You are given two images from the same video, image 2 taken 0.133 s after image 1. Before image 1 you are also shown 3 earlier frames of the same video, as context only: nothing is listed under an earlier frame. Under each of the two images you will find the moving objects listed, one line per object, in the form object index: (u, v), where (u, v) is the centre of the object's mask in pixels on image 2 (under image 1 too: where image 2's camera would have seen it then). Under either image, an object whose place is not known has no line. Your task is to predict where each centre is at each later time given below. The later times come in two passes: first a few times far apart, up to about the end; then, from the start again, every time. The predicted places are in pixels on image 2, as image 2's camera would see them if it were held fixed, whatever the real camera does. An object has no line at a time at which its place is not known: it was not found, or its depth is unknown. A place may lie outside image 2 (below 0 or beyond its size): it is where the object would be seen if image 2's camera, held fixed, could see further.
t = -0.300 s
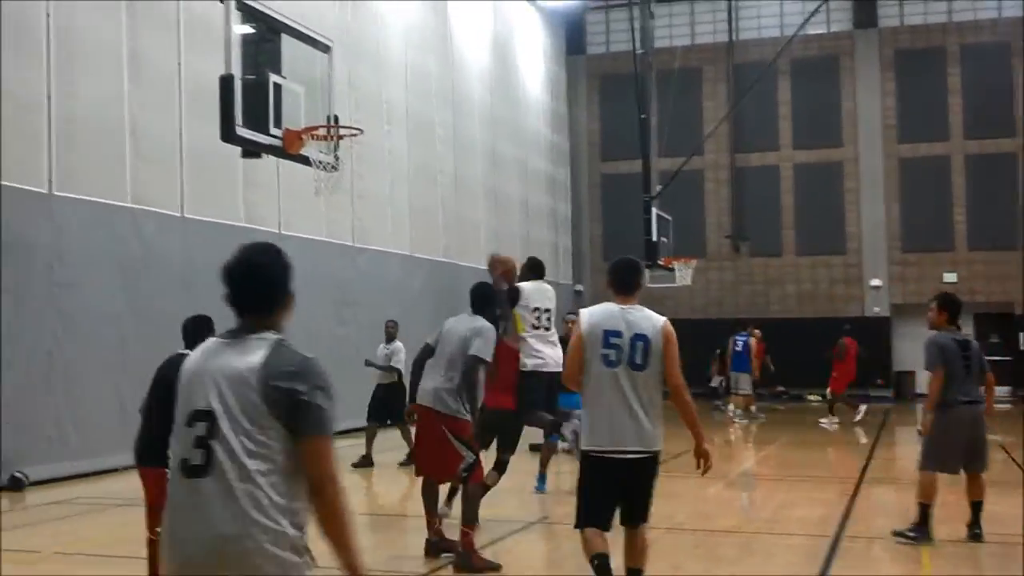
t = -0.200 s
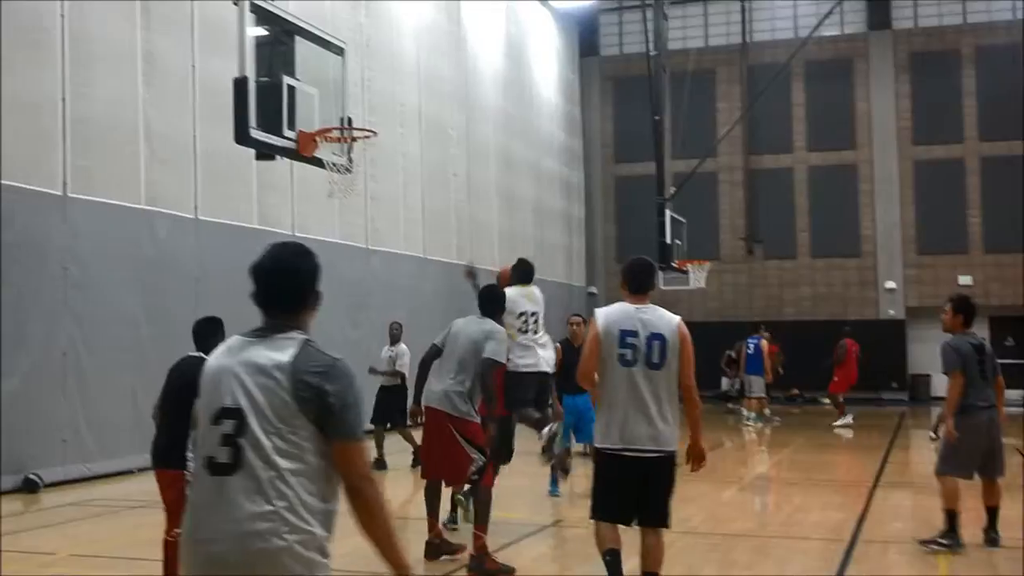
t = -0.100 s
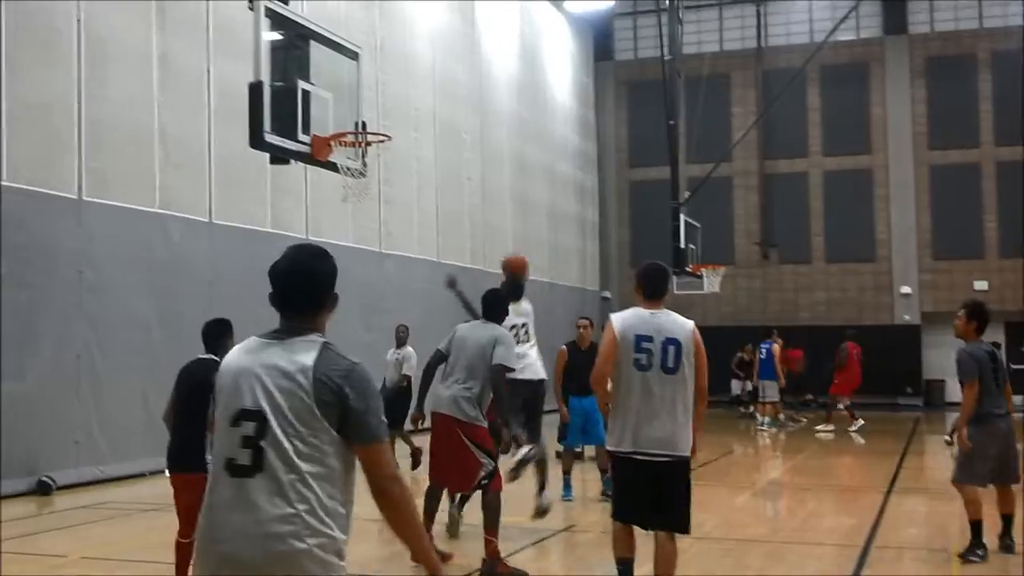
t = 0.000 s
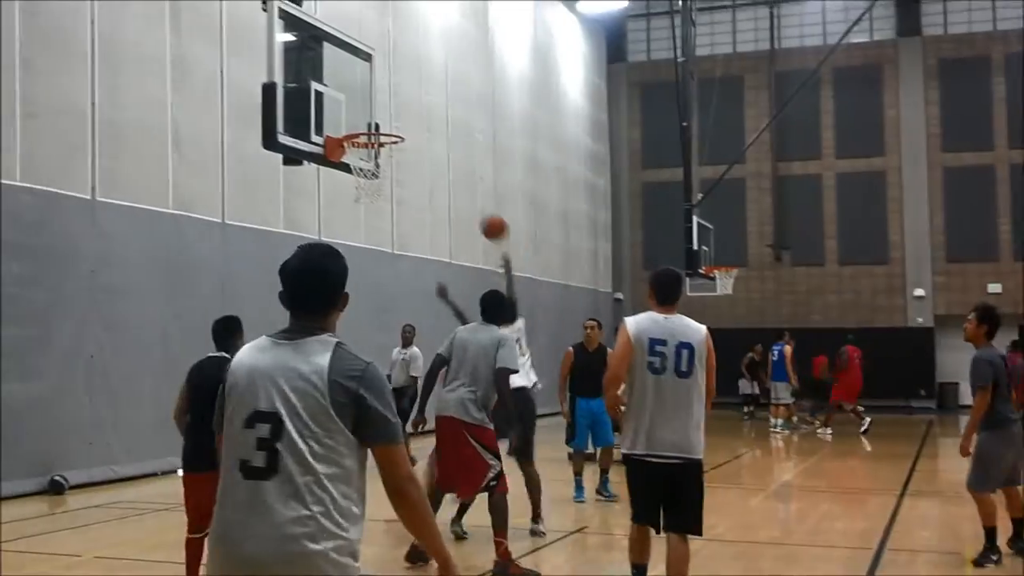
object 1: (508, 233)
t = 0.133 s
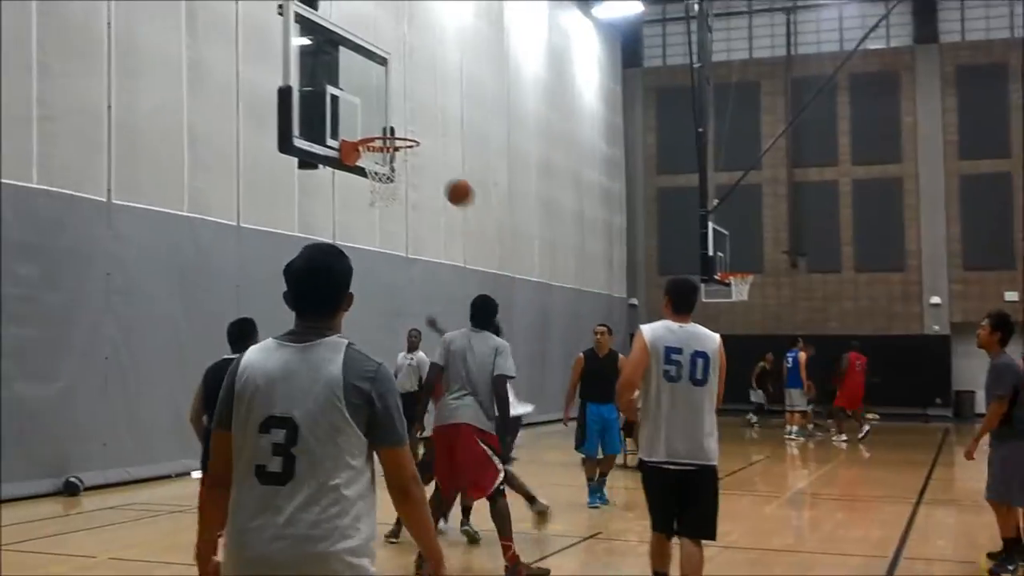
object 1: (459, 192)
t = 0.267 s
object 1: (411, 172)
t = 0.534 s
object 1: (419, 167)
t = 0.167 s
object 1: (446, 185)
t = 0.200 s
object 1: (433, 179)
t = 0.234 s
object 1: (420, 174)
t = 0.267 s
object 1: (411, 172)
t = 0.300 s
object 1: (405, 168)
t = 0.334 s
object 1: (408, 165)
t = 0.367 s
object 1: (411, 165)
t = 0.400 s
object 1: (412, 162)
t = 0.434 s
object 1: (415, 162)
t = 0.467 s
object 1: (416, 163)
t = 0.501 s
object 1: (418, 164)
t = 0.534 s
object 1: (419, 167)
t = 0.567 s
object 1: (420, 172)
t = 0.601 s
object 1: (423, 178)
